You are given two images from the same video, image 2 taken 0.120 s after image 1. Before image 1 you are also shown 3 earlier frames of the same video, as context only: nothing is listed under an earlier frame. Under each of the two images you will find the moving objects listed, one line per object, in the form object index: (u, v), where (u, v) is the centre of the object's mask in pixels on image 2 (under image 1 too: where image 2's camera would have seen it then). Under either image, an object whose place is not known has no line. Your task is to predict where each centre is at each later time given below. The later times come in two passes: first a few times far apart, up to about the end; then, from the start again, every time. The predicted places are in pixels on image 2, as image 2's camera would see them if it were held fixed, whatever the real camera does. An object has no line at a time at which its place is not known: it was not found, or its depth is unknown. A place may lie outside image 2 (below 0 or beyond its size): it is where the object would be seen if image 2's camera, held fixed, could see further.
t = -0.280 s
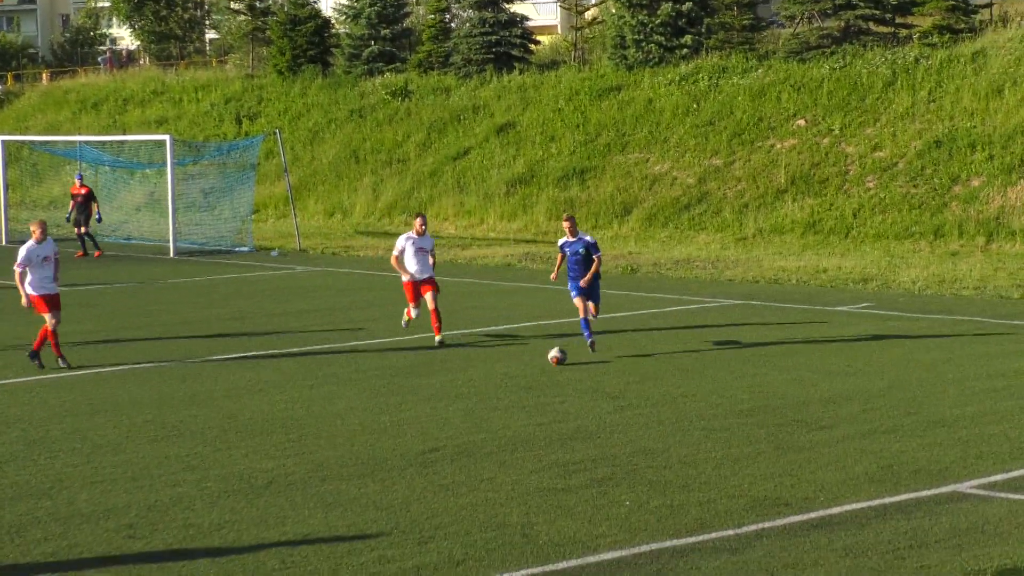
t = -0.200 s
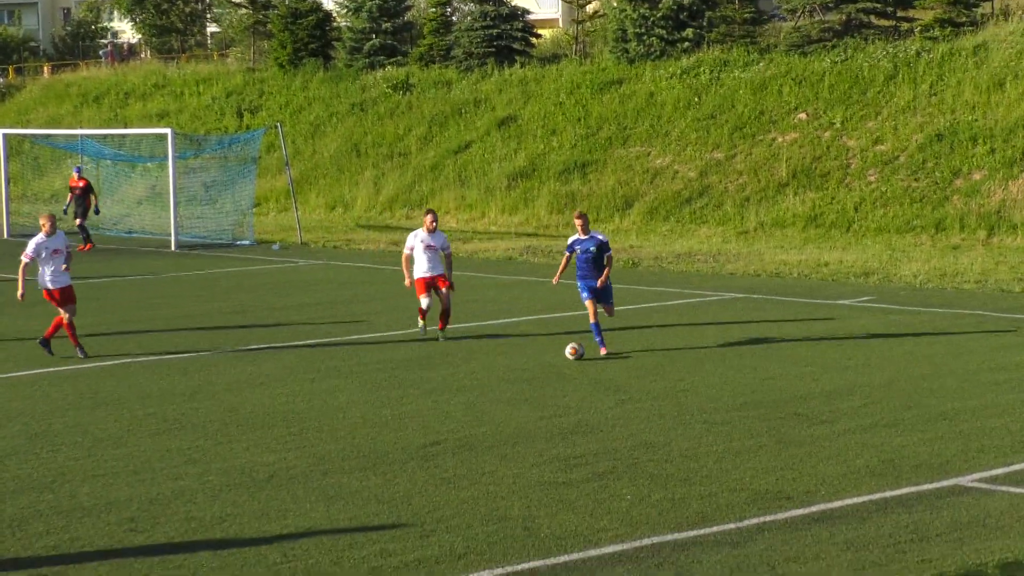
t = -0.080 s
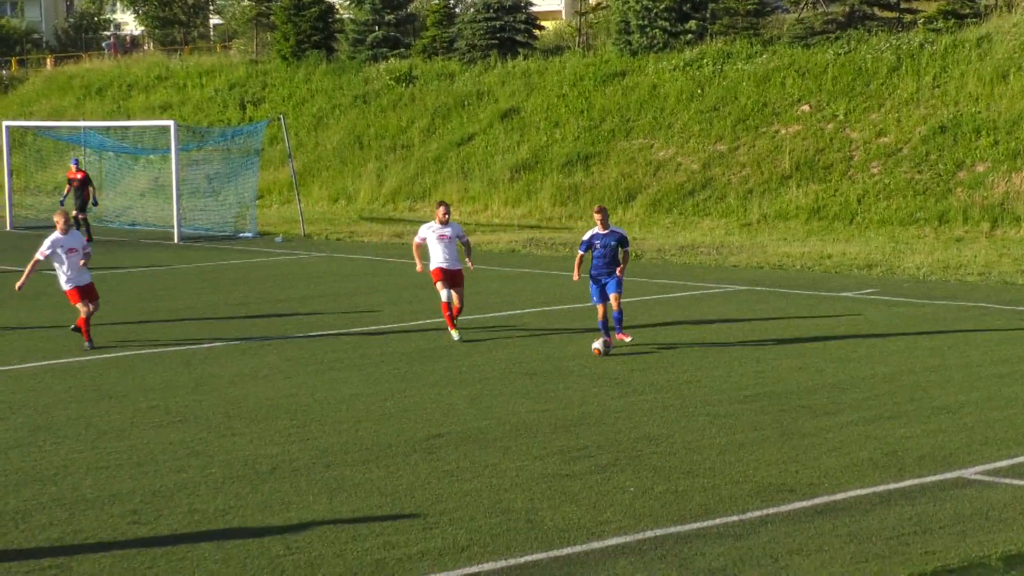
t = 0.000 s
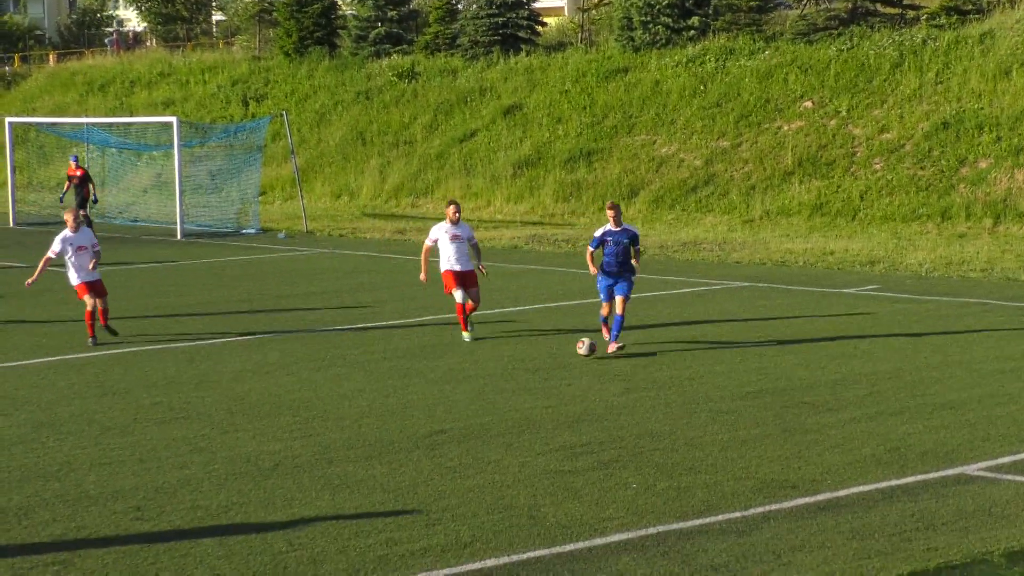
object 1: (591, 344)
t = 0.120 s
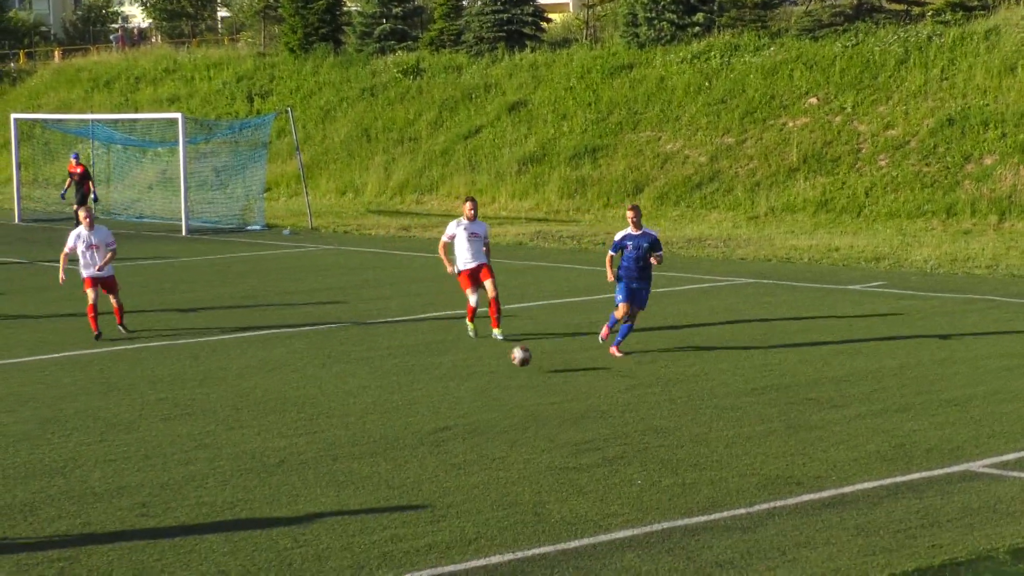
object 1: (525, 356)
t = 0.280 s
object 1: (424, 382)
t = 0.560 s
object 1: (236, 430)
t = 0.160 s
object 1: (496, 363)
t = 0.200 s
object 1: (476, 375)
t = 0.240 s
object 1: (446, 380)
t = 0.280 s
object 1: (424, 382)
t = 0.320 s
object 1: (400, 385)
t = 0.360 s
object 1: (372, 389)
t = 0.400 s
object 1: (348, 396)
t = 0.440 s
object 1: (318, 405)
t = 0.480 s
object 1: (289, 415)
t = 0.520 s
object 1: (262, 429)
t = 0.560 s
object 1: (236, 430)
